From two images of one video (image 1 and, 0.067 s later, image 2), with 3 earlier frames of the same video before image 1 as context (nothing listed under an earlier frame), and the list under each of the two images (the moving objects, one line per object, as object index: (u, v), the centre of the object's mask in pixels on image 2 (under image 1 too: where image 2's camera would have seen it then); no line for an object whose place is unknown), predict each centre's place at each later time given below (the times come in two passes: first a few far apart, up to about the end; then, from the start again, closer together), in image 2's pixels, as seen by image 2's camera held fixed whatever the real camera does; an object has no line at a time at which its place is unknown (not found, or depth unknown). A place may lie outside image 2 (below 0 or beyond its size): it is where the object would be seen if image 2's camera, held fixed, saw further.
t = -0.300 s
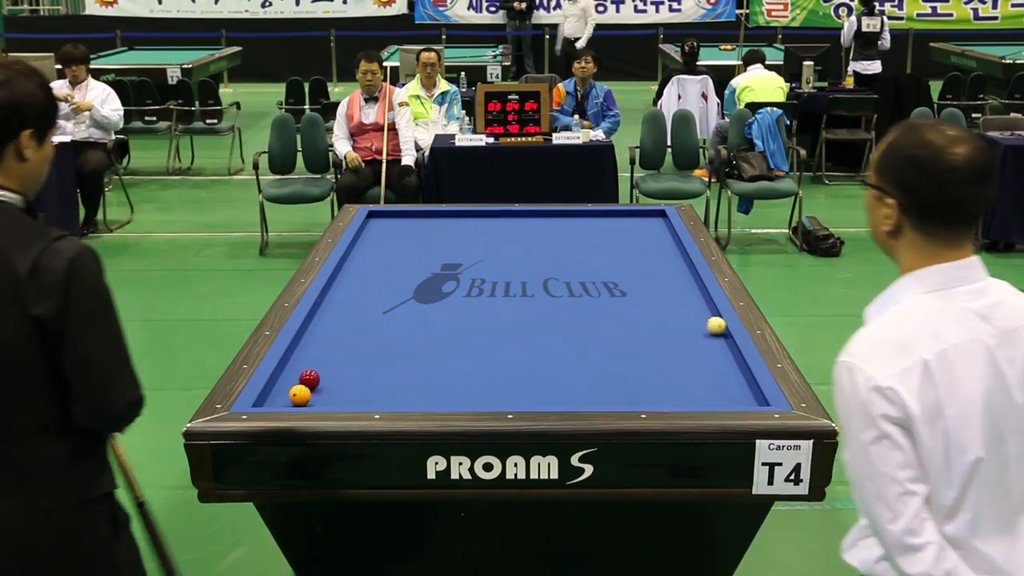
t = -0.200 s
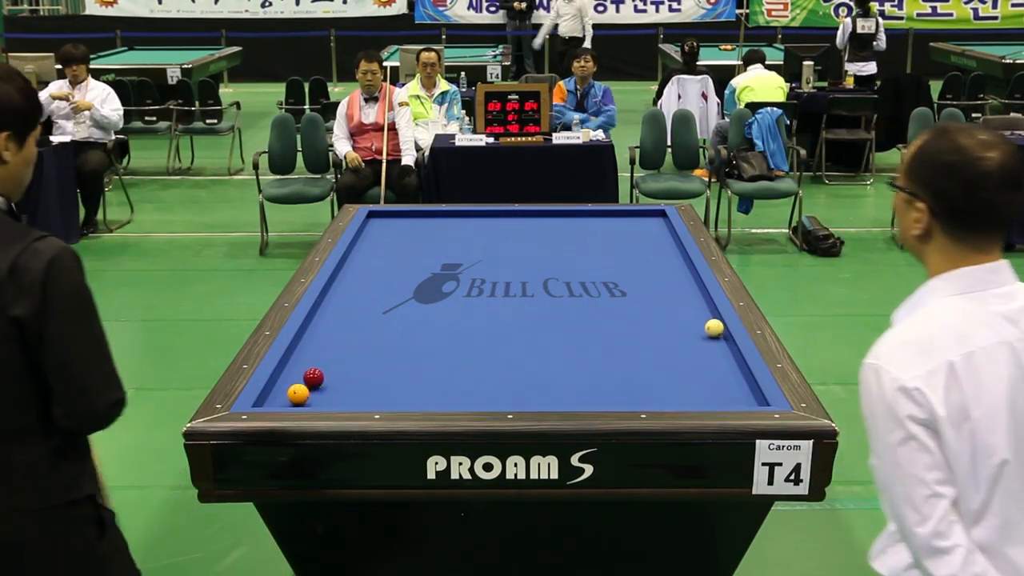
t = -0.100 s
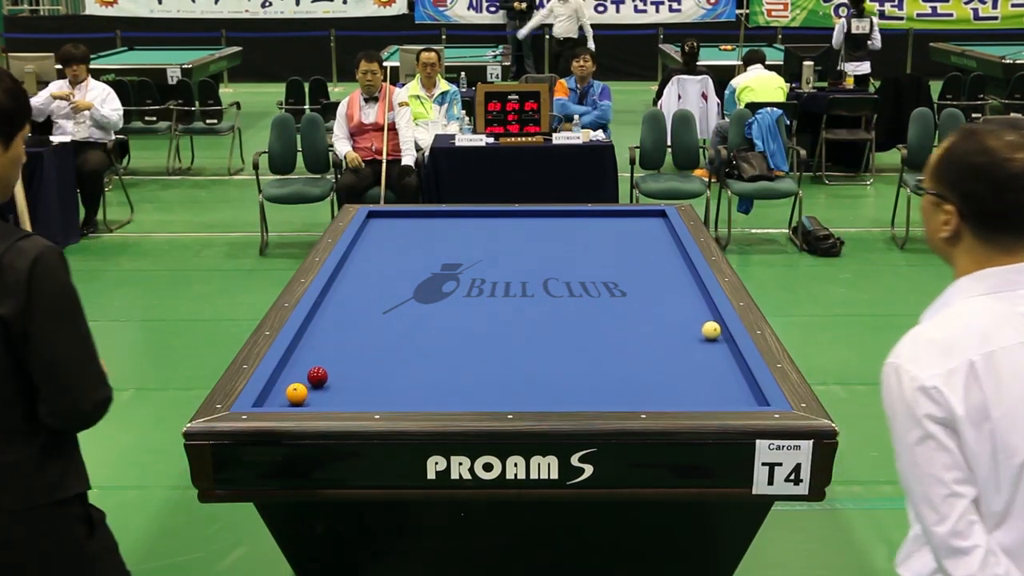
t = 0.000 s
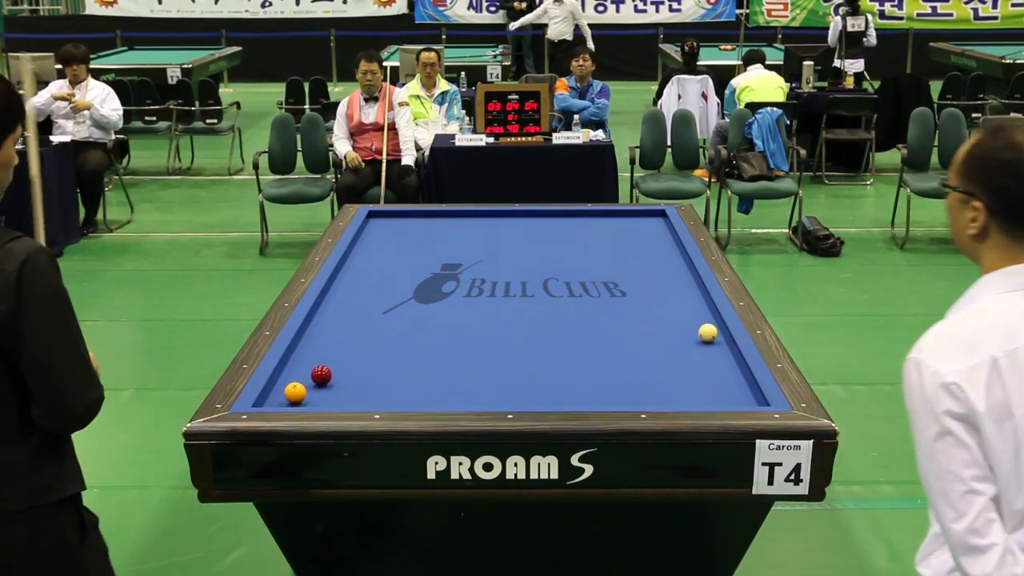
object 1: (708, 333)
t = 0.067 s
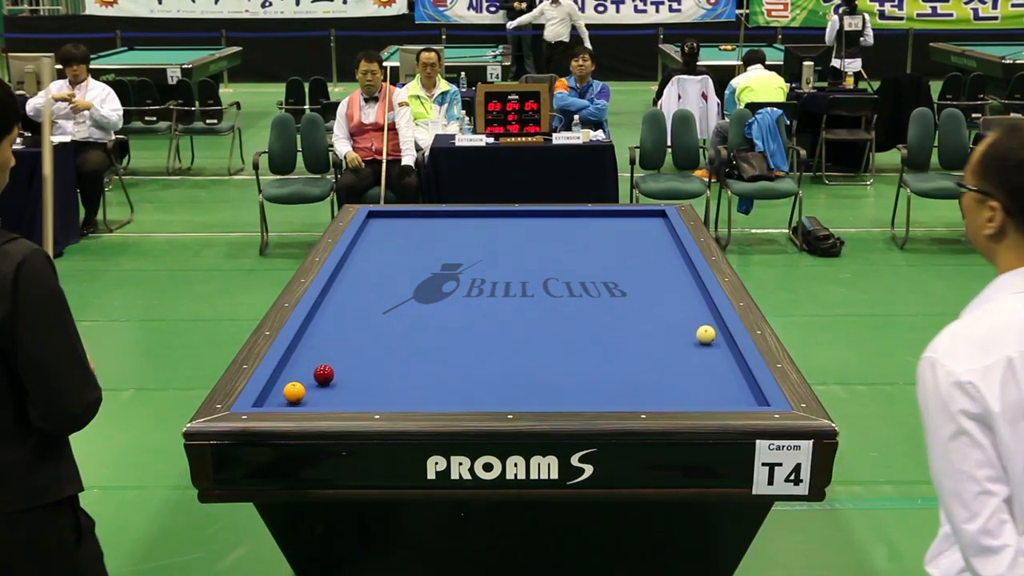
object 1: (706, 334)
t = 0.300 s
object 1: (698, 340)
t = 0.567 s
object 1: (690, 346)
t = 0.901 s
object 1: (680, 353)
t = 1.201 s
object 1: (671, 360)
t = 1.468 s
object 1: (663, 365)
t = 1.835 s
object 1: (652, 373)
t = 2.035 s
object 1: (647, 377)
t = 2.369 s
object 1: (638, 384)
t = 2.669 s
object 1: (631, 389)
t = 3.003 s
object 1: (623, 395)
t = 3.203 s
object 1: (619, 397)
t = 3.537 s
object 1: (611, 400)
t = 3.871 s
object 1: (606, 401)
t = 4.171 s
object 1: (602, 400)
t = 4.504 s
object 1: (598, 398)
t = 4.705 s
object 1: (597, 398)
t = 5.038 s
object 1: (596, 397)
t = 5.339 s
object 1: (596, 397)
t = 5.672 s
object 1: (596, 398)
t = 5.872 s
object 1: (596, 397)
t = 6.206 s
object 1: (596, 398)
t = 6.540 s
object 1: (596, 397)
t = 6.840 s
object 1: (596, 398)
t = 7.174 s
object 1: (596, 397)
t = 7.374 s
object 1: (596, 397)
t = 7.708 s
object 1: (596, 397)
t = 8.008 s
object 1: (596, 398)
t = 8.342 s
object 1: (596, 397)
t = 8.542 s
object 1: (596, 397)
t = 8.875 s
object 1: (596, 398)
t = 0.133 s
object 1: (704, 336)
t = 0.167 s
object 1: (702, 337)
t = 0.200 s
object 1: (701, 337)
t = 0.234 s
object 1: (700, 338)
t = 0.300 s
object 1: (698, 340)
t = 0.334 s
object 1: (697, 340)
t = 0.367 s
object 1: (696, 341)
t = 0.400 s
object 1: (695, 342)
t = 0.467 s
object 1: (693, 343)
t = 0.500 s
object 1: (692, 344)
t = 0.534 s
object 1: (691, 345)
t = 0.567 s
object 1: (690, 346)
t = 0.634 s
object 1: (688, 347)
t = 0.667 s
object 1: (687, 348)
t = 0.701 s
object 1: (686, 349)
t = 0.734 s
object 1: (685, 350)
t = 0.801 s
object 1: (683, 351)
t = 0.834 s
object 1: (682, 352)
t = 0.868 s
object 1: (681, 352)
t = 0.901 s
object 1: (680, 353)
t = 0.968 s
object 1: (678, 355)
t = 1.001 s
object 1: (677, 355)
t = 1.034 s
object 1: (676, 356)
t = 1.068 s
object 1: (675, 357)
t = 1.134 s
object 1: (673, 358)
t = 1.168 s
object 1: (672, 359)
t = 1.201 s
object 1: (671, 360)
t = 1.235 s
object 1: (670, 360)
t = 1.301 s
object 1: (668, 362)
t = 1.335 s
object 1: (667, 363)
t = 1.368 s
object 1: (666, 363)
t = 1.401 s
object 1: (664, 364)
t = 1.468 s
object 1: (663, 365)
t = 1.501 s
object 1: (662, 366)
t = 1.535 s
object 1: (661, 367)
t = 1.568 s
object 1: (660, 368)
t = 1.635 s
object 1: (658, 369)
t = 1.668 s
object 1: (657, 370)
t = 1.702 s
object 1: (656, 370)
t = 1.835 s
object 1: (652, 373)
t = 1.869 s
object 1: (652, 374)
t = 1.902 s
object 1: (651, 375)
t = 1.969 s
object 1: (649, 376)
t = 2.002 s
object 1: (648, 376)
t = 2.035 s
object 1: (647, 377)
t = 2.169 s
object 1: (644, 380)
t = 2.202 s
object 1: (643, 380)
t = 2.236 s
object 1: (642, 381)
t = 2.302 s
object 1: (640, 382)
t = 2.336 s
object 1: (639, 383)
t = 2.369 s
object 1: (638, 384)
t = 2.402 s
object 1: (637, 384)
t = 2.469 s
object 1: (636, 385)
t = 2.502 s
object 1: (635, 386)
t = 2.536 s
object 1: (634, 387)
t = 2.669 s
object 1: (631, 389)
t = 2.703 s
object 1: (630, 390)
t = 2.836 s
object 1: (627, 392)
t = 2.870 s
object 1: (626, 392)
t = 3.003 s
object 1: (623, 395)
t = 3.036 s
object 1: (622, 395)
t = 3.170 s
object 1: (619, 397)
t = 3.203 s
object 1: (619, 397)
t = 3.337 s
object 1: (616, 398)
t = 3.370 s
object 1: (615, 399)
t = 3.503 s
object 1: (612, 400)
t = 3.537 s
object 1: (611, 400)
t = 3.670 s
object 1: (609, 401)
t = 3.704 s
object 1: (608, 401)
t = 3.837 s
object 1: (606, 401)
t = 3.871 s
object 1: (606, 401)
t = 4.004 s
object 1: (604, 400)
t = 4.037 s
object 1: (603, 400)
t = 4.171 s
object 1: (602, 400)
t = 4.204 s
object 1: (601, 399)
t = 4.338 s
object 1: (600, 399)
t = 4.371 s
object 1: (600, 399)
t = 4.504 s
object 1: (598, 398)
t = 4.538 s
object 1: (598, 399)
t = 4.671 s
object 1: (597, 398)
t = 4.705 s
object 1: (597, 398)
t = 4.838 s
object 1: (597, 398)
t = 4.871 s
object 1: (596, 398)
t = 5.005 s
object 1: (596, 397)
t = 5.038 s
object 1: (596, 397)
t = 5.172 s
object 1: (596, 397)
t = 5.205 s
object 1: (596, 397)
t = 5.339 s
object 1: (596, 397)
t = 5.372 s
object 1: (596, 397)
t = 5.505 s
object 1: (596, 398)
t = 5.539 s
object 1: (596, 397)
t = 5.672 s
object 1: (596, 398)
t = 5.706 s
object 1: (596, 397)
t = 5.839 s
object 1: (596, 397)
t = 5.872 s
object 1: (596, 397)
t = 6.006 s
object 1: (596, 398)
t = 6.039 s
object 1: (596, 397)
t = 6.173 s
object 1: (596, 398)
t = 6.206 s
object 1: (596, 398)
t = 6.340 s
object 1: (596, 397)
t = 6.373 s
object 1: (596, 397)
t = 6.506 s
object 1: (596, 397)
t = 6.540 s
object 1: (596, 397)
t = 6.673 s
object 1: (596, 397)
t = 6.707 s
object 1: (596, 397)
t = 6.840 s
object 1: (596, 398)
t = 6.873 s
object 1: (596, 398)
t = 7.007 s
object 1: (596, 398)
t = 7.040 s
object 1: (596, 398)
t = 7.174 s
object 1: (596, 397)
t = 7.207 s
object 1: (596, 398)
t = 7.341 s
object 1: (596, 397)
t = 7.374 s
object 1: (596, 397)
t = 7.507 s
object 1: (596, 398)
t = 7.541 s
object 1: (596, 397)
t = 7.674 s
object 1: (596, 398)
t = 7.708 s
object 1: (596, 397)
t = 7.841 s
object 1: (596, 397)
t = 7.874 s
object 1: (596, 397)
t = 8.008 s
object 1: (596, 398)
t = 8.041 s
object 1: (596, 397)
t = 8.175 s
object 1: (596, 398)
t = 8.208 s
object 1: (596, 397)
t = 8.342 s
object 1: (596, 397)
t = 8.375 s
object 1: (596, 397)
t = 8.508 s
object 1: (596, 397)
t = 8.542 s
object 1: (596, 397)
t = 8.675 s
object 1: (596, 398)
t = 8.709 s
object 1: (596, 397)
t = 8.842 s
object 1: (596, 398)
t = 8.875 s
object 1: (596, 398)
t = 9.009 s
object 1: (596, 397)
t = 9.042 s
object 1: (596, 398)
